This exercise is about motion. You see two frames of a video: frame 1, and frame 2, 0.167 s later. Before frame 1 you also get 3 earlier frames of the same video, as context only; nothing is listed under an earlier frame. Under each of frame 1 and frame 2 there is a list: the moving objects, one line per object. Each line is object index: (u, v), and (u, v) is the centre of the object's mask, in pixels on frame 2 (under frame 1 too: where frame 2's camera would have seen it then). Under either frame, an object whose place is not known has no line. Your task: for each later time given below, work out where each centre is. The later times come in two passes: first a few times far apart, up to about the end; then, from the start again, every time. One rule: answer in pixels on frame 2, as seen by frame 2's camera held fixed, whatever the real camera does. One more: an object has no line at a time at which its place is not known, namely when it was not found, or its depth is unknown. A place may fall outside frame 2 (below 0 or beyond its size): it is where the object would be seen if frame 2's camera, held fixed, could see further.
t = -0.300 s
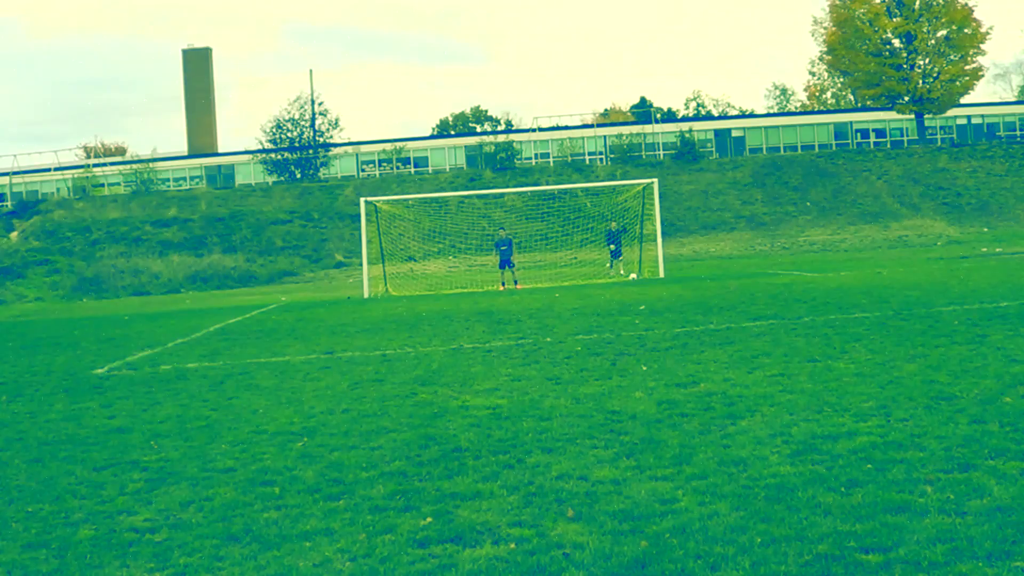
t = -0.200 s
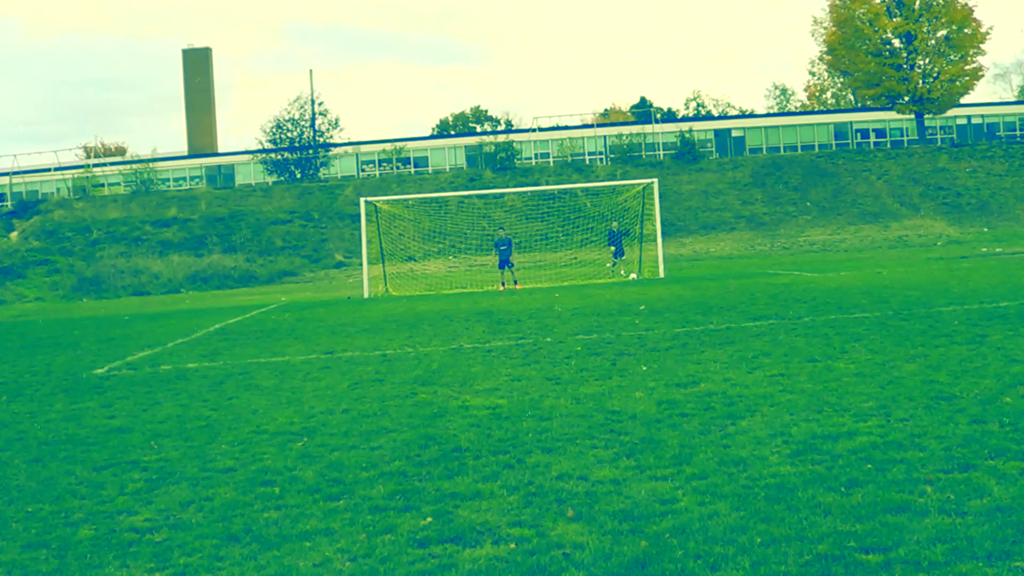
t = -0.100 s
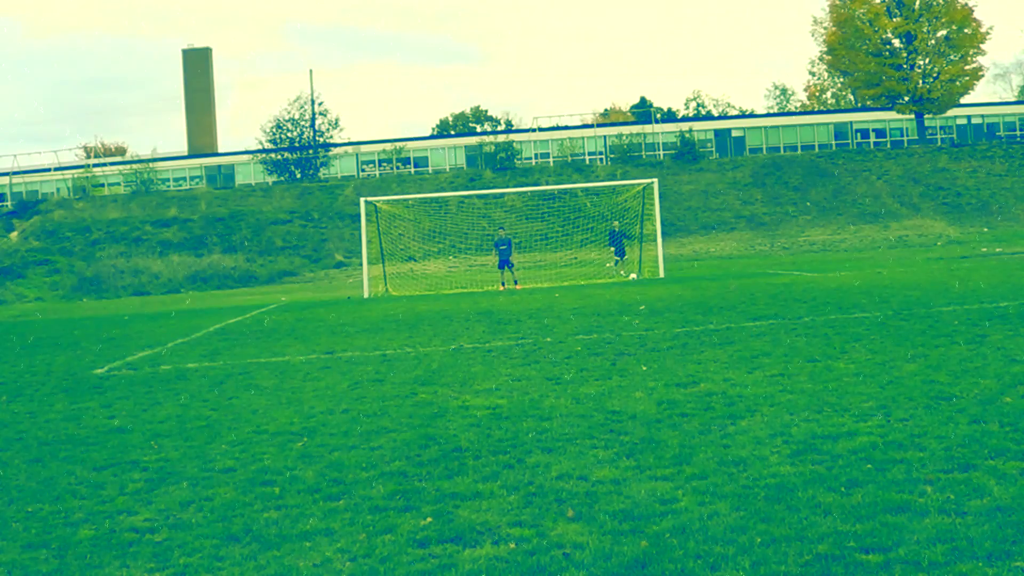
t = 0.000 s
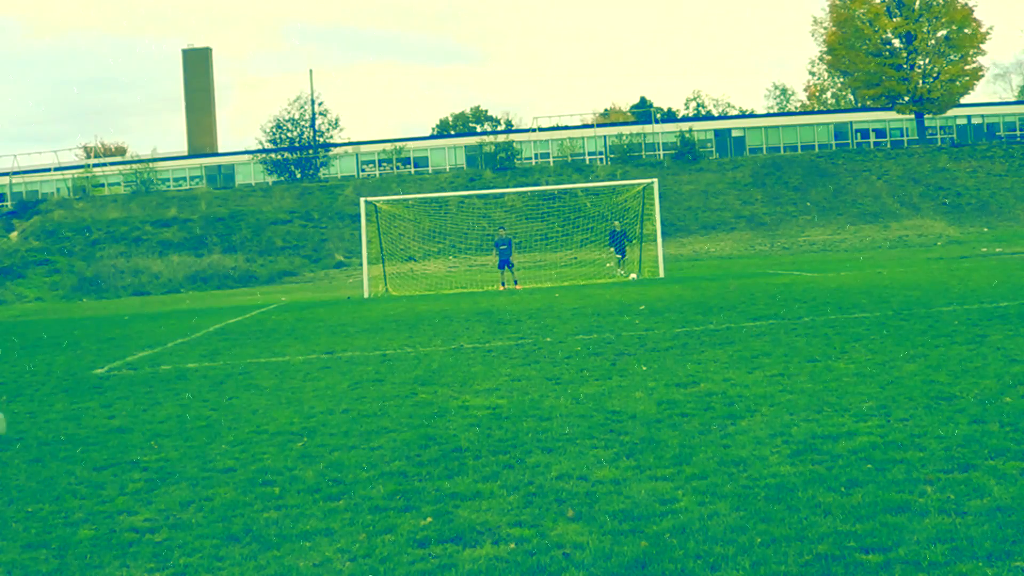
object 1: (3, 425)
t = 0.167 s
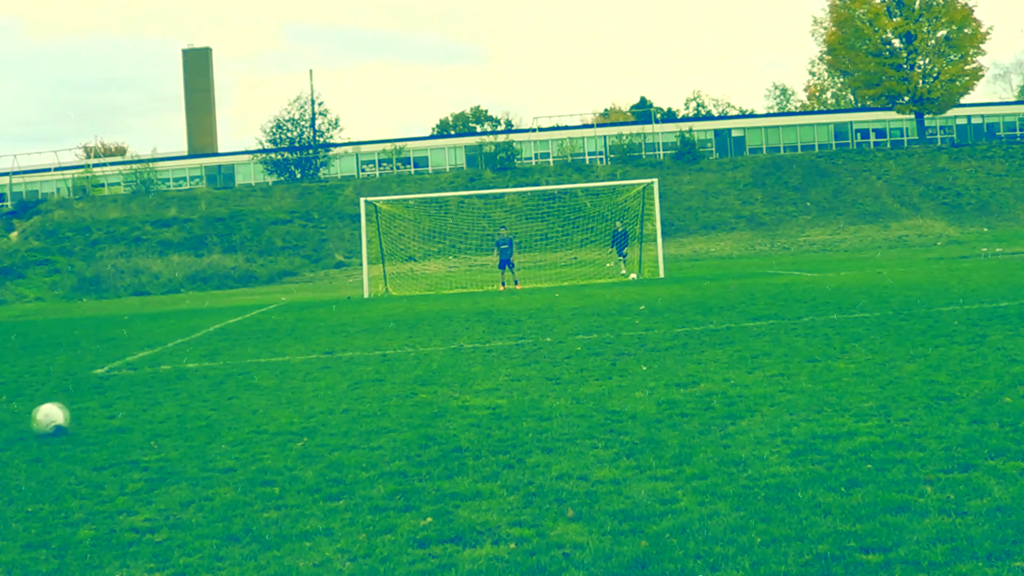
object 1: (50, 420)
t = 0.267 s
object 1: (88, 416)
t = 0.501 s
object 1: (164, 405)
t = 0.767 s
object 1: (239, 394)
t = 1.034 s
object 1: (299, 383)
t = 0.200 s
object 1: (63, 417)
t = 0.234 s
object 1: (75, 416)
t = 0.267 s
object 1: (88, 416)
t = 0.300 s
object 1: (100, 414)
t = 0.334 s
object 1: (111, 411)
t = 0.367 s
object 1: (121, 409)
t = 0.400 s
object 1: (131, 406)
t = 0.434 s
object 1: (144, 408)
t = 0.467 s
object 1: (154, 408)
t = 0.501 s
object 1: (164, 405)
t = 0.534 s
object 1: (174, 403)
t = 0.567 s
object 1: (185, 401)
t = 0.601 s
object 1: (195, 400)
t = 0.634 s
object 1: (204, 399)
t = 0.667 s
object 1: (213, 397)
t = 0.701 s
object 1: (221, 397)
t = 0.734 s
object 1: (231, 395)
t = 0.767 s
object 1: (239, 394)
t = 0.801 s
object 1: (248, 393)
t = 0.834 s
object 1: (256, 392)
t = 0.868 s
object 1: (264, 390)
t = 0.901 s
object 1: (271, 387)
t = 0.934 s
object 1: (278, 386)
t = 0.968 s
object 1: (285, 387)
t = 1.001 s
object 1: (292, 385)
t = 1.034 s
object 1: (299, 383)
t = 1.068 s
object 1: (306, 381)
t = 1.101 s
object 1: (313, 381)
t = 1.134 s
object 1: (319, 382)
